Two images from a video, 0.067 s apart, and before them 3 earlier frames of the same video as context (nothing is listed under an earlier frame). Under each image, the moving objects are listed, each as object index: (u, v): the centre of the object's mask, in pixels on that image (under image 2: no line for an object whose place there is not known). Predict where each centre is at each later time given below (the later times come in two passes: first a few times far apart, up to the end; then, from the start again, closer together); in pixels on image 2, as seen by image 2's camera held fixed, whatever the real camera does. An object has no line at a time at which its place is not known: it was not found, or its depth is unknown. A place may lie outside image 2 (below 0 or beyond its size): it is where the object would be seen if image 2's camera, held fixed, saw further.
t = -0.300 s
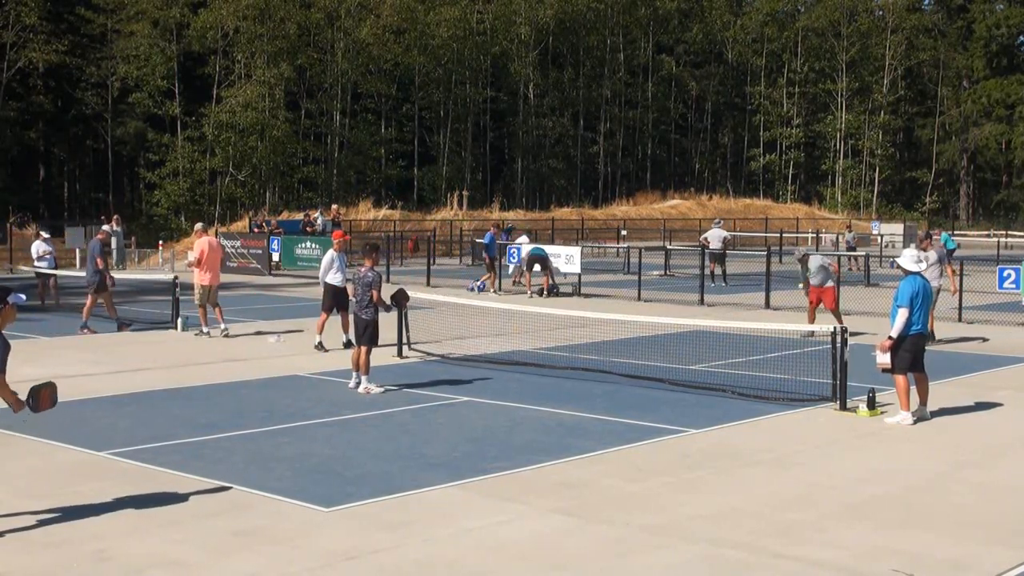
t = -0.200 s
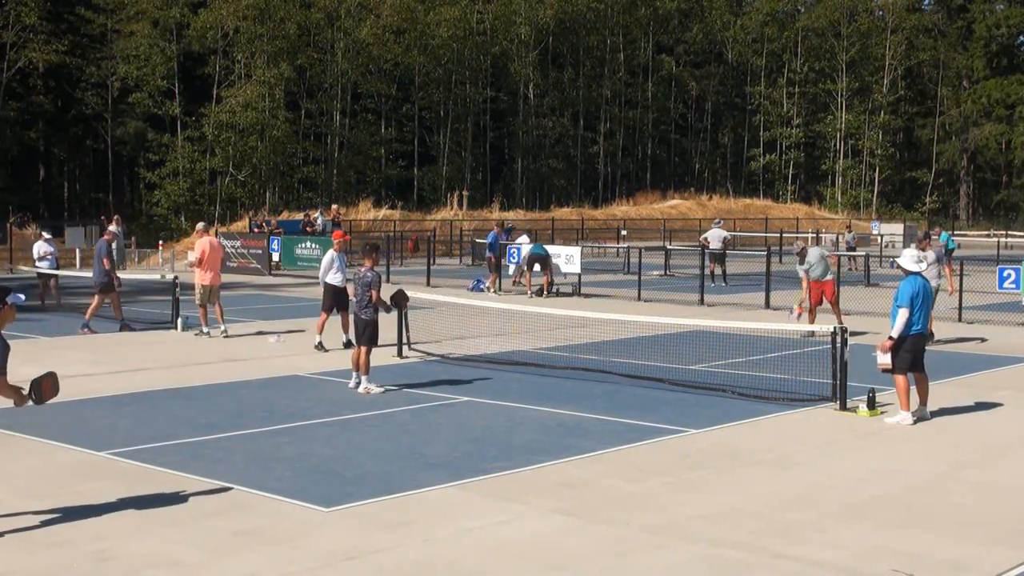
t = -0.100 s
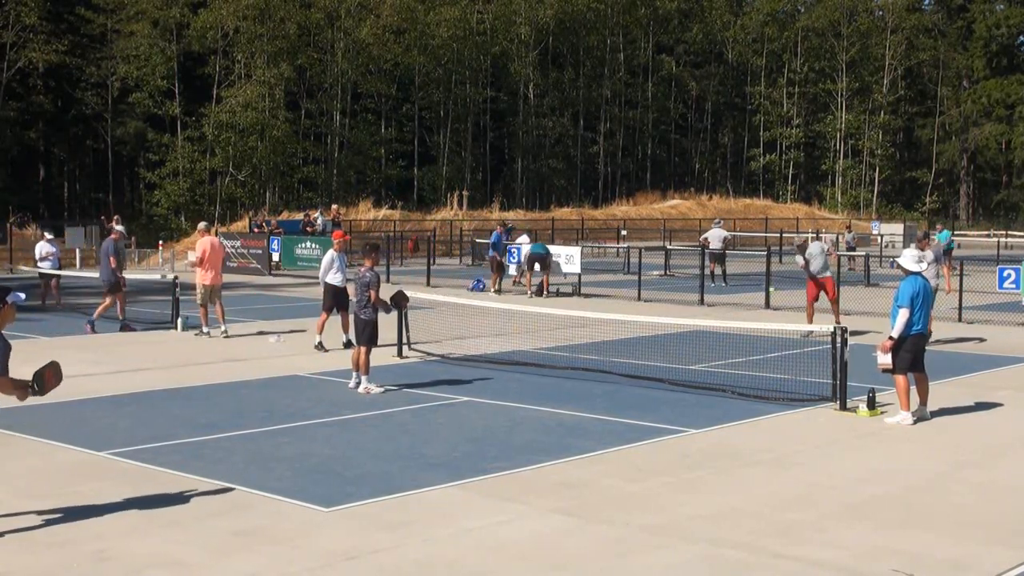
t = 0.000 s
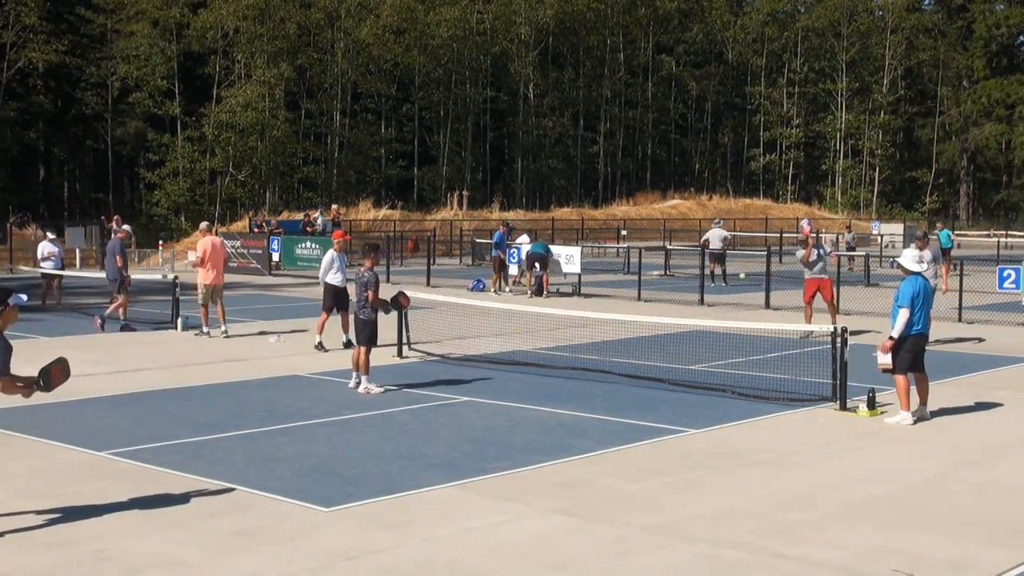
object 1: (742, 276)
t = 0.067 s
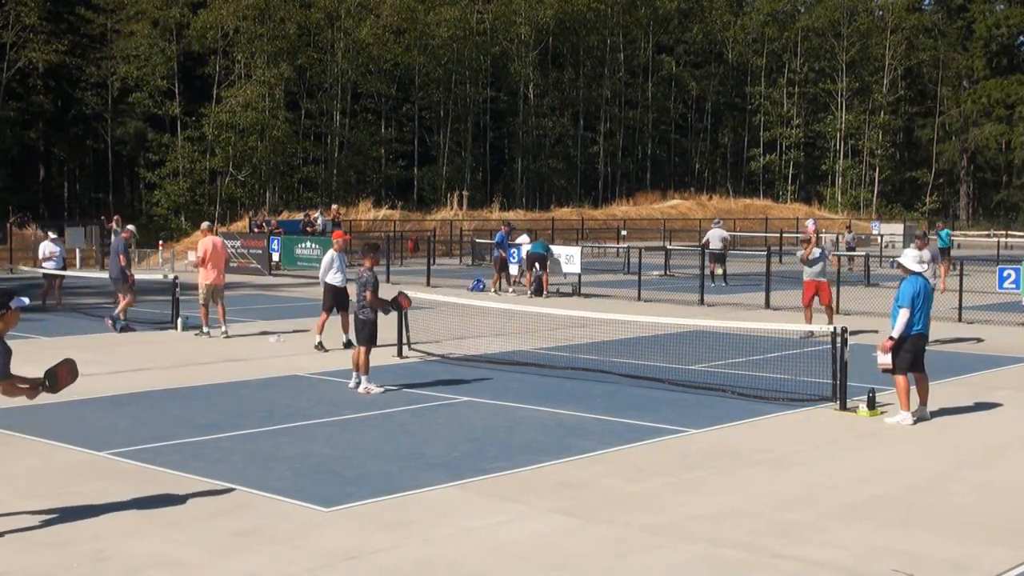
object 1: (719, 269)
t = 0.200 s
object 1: (668, 277)
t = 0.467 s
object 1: (532, 357)
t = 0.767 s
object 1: (353, 421)
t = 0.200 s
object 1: (668, 277)
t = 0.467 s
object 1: (532, 357)
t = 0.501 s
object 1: (512, 375)
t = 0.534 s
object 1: (491, 395)
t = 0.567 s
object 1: (468, 417)
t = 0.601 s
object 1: (445, 442)
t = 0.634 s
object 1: (426, 445)
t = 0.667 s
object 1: (409, 436)
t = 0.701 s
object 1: (391, 430)
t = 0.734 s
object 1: (372, 425)
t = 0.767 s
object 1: (353, 421)
